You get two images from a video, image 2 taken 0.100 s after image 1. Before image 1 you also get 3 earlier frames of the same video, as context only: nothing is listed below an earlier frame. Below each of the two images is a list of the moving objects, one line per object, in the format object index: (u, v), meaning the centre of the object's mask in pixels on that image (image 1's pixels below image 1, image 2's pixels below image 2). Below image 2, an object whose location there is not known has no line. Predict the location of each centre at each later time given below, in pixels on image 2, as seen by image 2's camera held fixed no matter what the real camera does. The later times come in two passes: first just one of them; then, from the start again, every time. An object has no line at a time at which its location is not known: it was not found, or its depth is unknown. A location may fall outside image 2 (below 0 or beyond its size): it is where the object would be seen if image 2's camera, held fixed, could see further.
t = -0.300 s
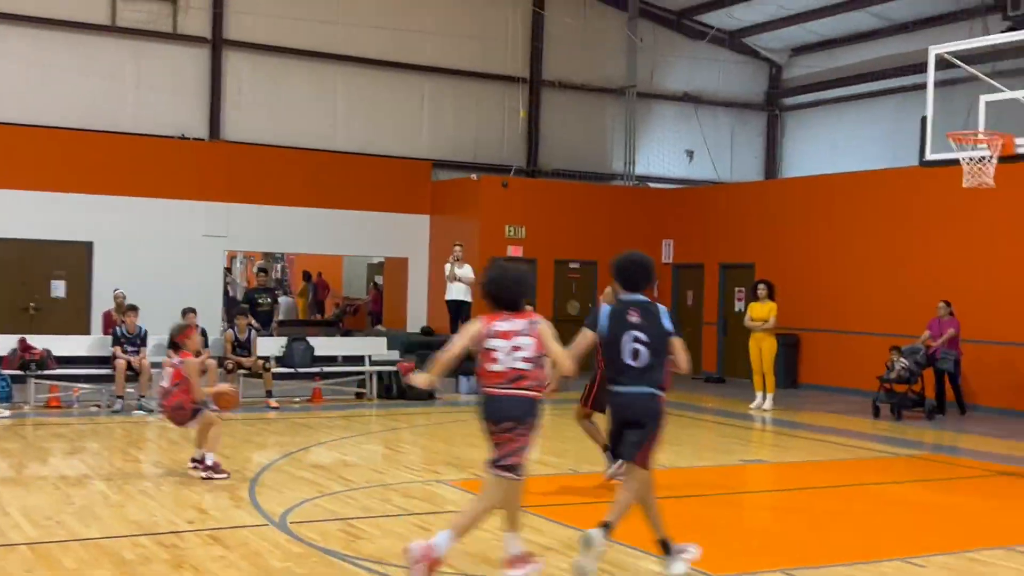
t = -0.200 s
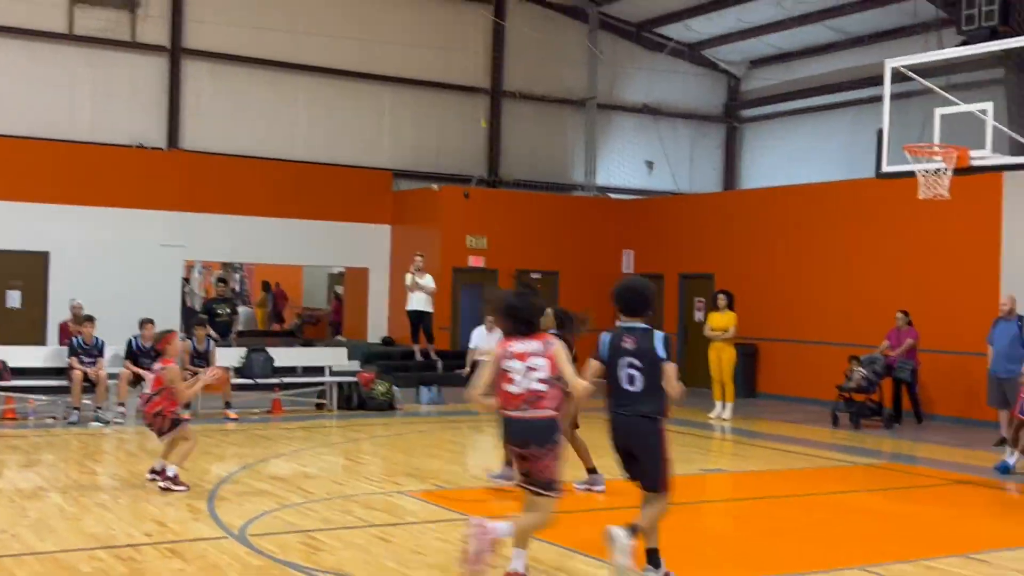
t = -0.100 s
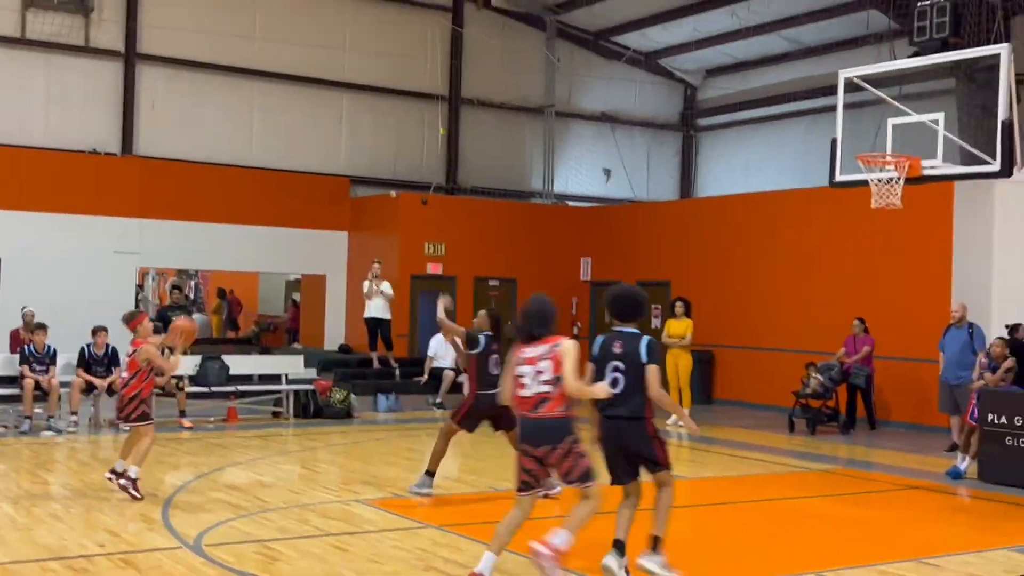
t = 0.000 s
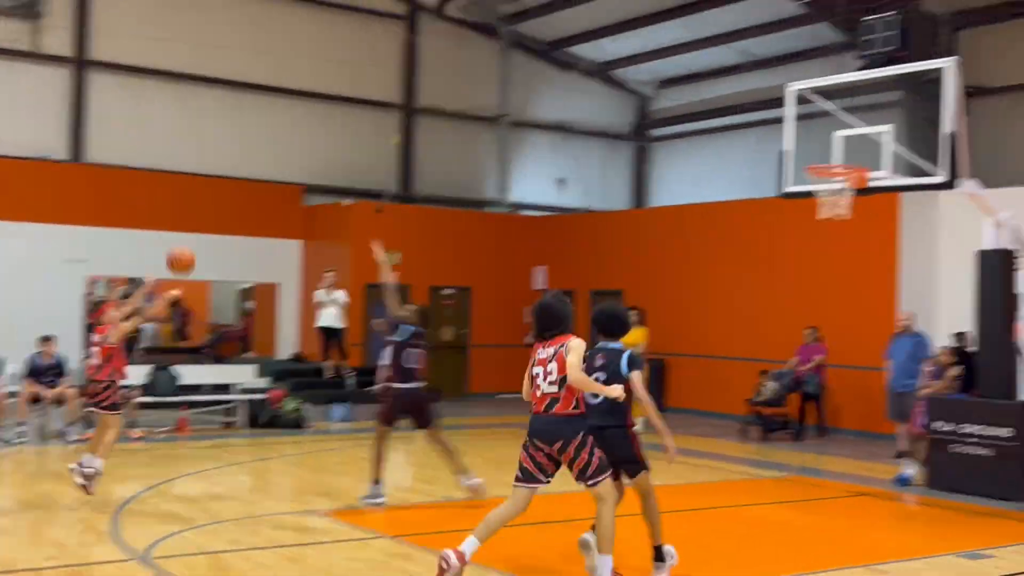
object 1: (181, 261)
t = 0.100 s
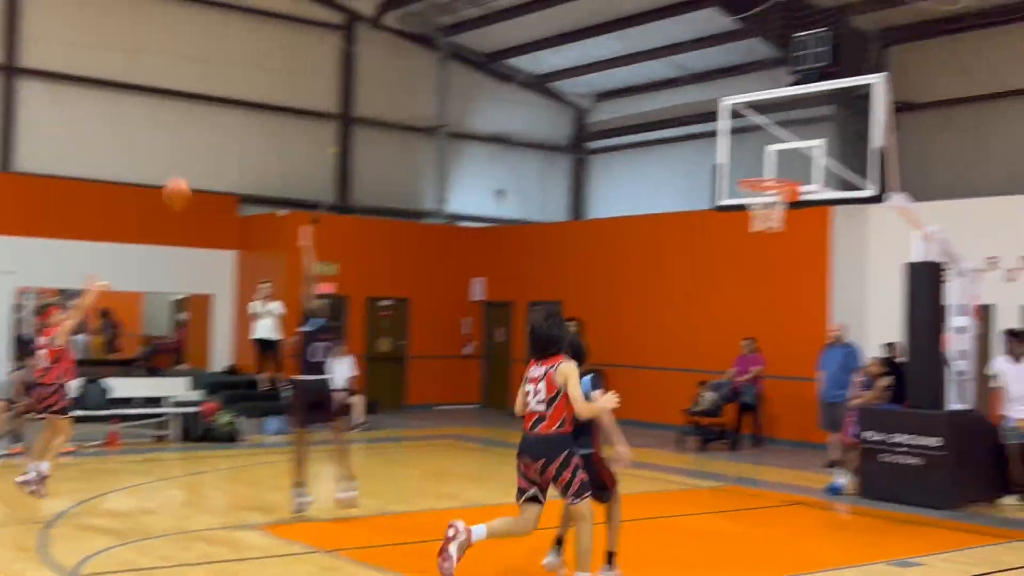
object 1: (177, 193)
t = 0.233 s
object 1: (262, 107)
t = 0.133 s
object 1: (198, 168)
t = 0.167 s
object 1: (220, 146)
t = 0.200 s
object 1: (241, 126)
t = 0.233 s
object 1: (262, 107)
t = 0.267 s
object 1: (282, 90)
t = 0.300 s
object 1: (302, 74)
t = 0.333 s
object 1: (321, 60)
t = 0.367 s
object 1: (340, 47)
